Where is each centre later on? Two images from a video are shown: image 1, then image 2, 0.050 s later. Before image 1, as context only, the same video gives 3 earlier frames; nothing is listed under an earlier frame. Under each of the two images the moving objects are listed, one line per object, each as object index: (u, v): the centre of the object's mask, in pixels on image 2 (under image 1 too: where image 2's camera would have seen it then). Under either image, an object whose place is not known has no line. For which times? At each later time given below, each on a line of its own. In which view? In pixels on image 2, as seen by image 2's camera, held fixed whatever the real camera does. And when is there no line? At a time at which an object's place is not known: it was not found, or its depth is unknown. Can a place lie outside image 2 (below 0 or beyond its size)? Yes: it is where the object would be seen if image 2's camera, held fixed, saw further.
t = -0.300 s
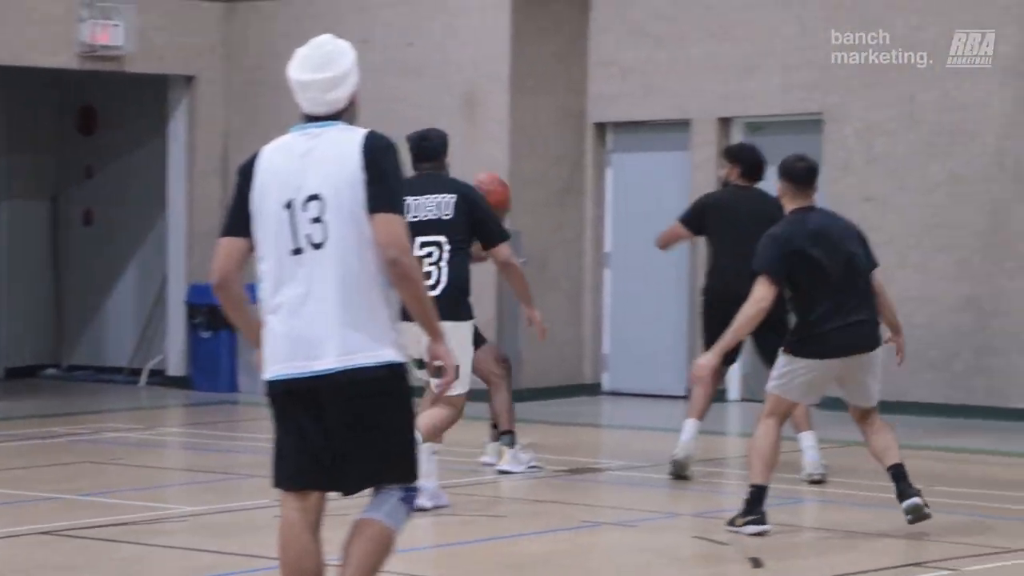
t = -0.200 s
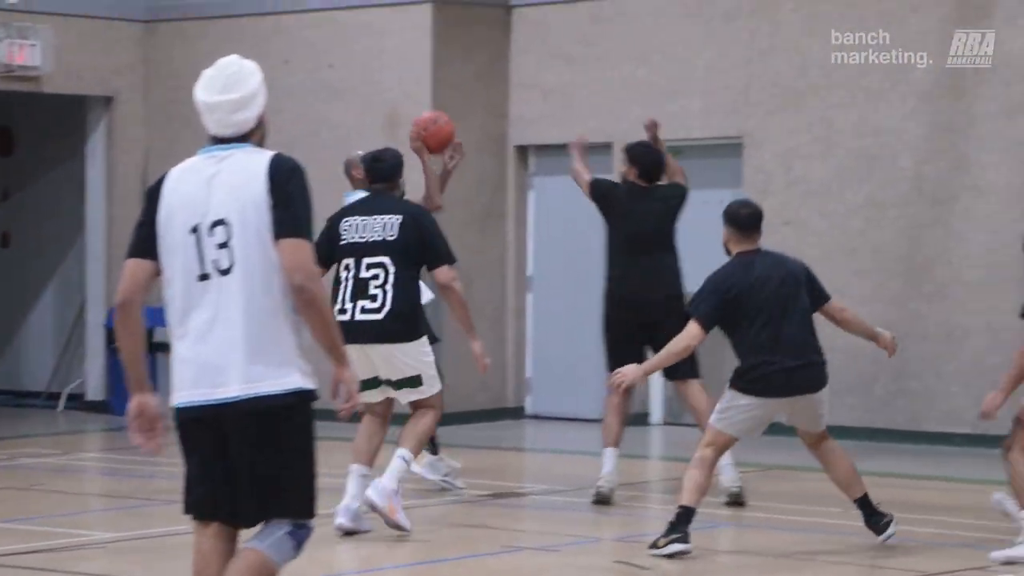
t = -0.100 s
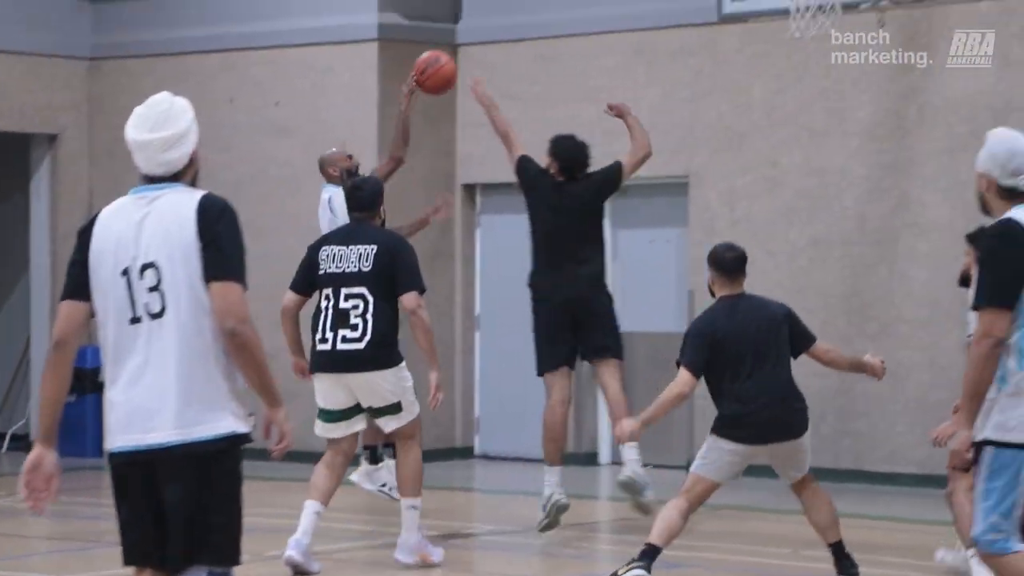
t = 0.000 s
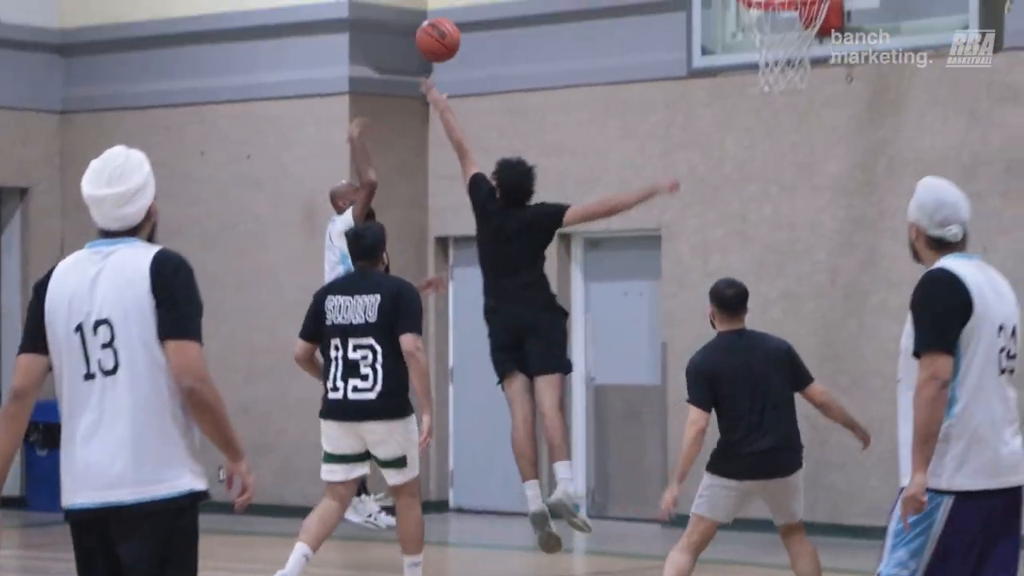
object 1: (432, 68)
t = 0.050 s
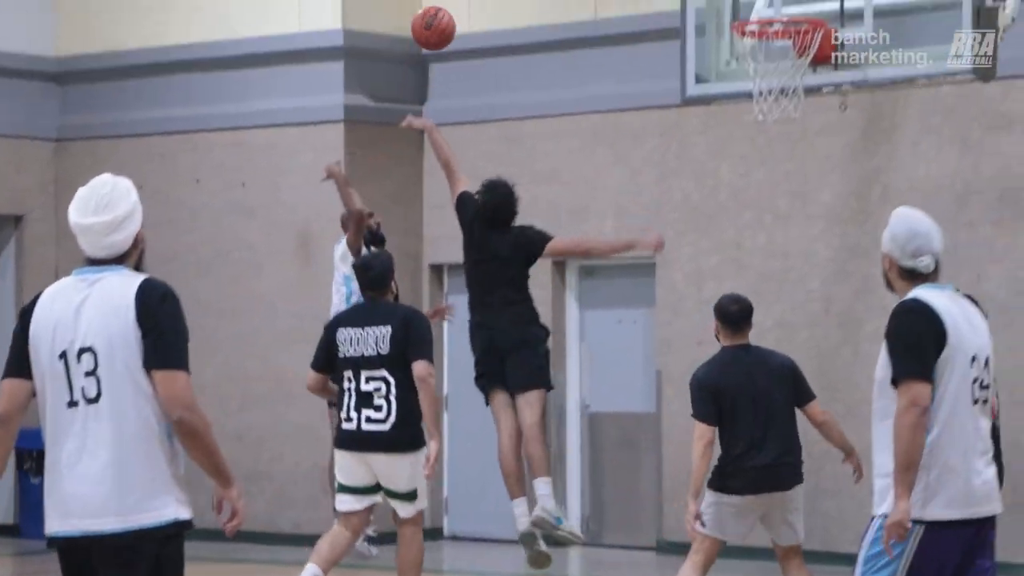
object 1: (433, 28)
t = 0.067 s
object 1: (434, 15)
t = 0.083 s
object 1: (434, 3)
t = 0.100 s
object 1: (434, -7)
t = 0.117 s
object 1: (434, -17)
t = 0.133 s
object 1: (434, -26)
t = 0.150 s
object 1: (434, -35)
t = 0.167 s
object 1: (434, -43)
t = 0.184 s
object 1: (435, -50)
